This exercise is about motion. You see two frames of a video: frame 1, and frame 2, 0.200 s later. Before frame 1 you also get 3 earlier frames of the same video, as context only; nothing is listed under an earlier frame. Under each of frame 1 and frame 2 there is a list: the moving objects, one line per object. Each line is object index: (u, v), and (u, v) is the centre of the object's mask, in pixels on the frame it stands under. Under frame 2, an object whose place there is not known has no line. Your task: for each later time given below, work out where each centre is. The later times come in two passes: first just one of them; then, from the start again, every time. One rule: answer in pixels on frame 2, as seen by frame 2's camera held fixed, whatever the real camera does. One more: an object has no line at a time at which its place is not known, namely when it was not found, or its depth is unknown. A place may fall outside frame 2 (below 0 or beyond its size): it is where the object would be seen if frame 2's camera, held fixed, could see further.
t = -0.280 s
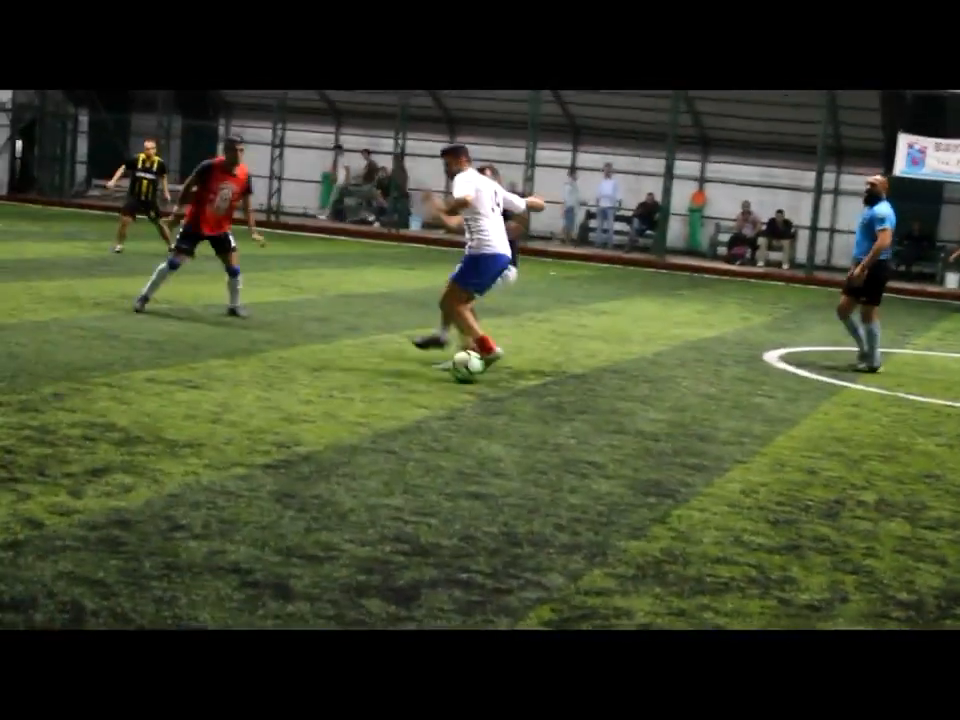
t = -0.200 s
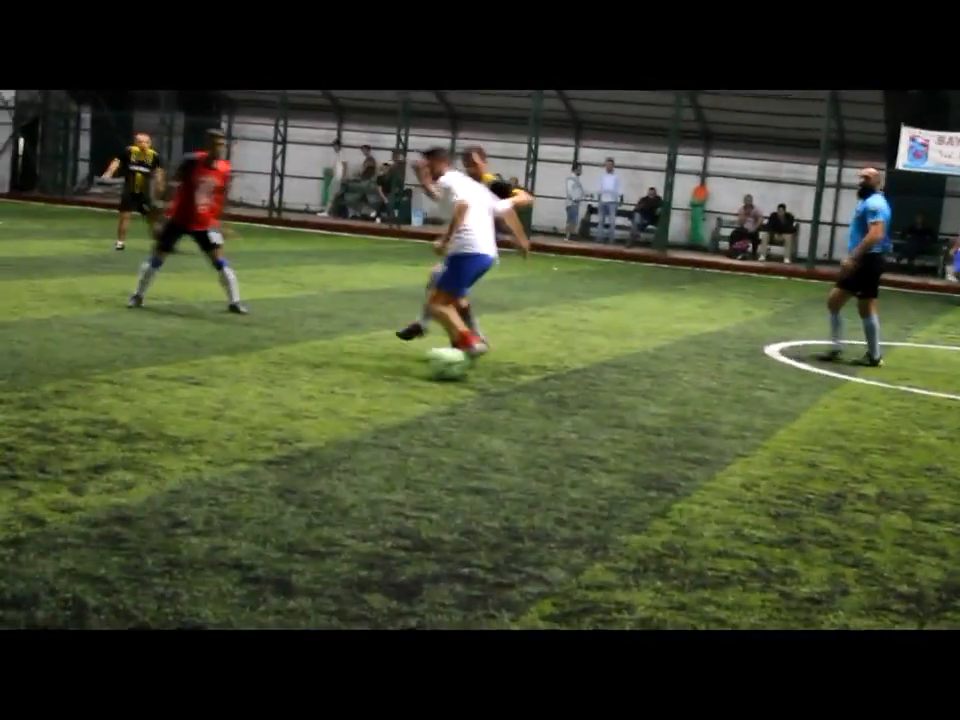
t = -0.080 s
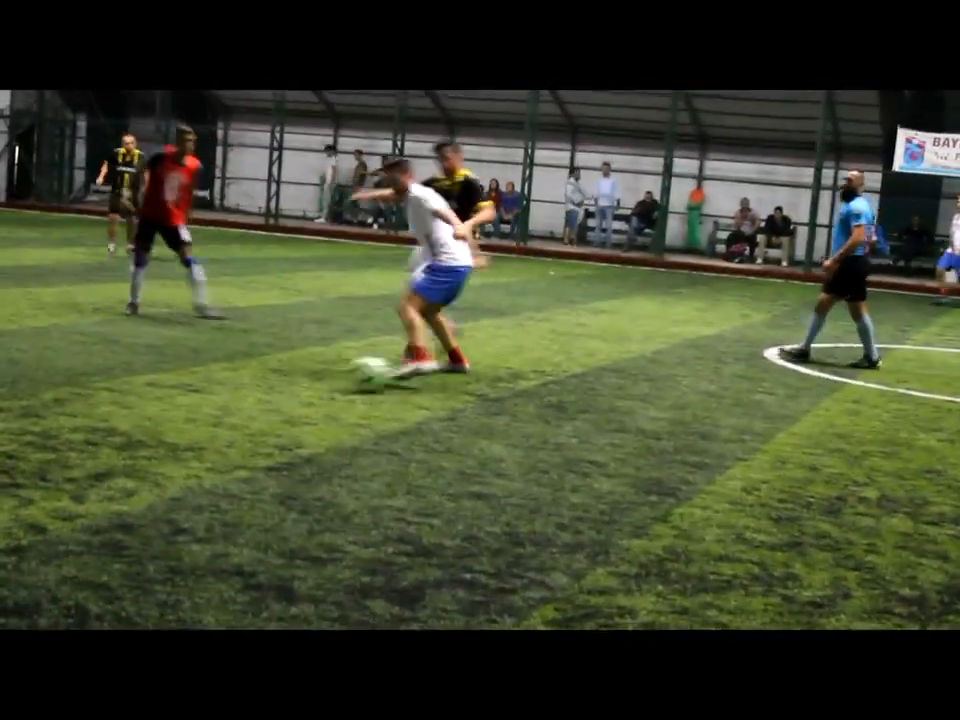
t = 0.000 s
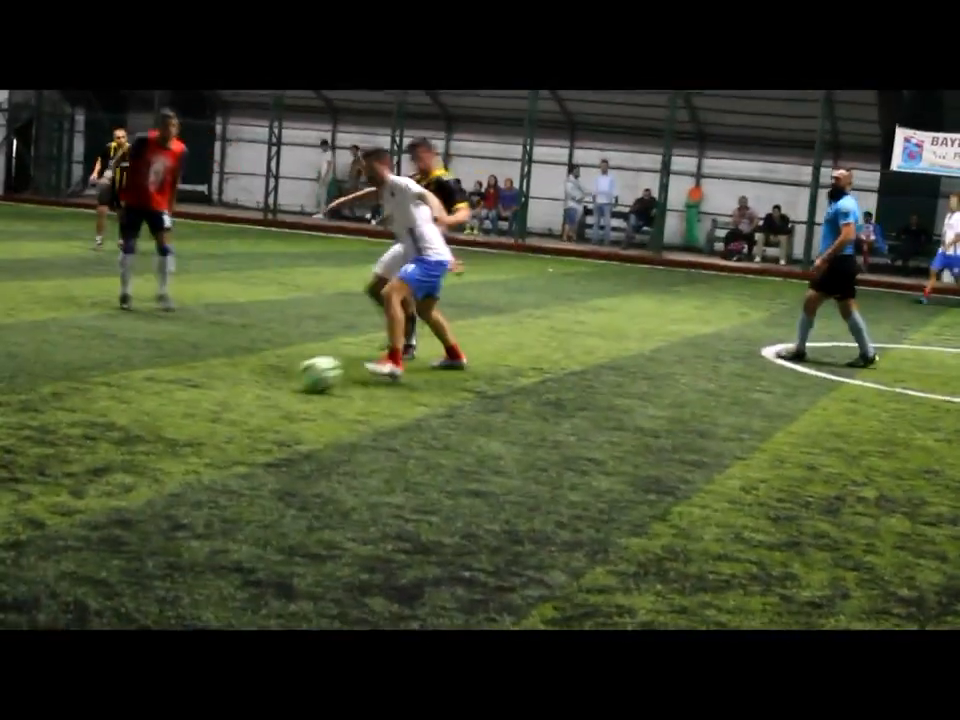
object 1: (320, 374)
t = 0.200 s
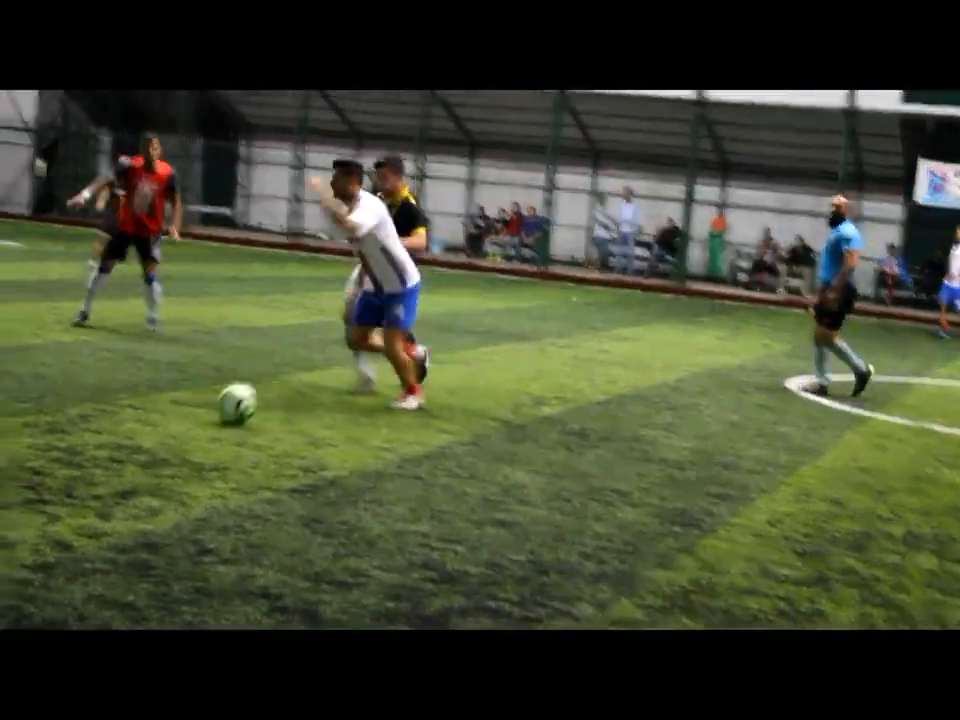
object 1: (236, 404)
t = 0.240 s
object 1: (215, 406)
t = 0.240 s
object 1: (215, 406)
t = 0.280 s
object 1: (193, 407)
